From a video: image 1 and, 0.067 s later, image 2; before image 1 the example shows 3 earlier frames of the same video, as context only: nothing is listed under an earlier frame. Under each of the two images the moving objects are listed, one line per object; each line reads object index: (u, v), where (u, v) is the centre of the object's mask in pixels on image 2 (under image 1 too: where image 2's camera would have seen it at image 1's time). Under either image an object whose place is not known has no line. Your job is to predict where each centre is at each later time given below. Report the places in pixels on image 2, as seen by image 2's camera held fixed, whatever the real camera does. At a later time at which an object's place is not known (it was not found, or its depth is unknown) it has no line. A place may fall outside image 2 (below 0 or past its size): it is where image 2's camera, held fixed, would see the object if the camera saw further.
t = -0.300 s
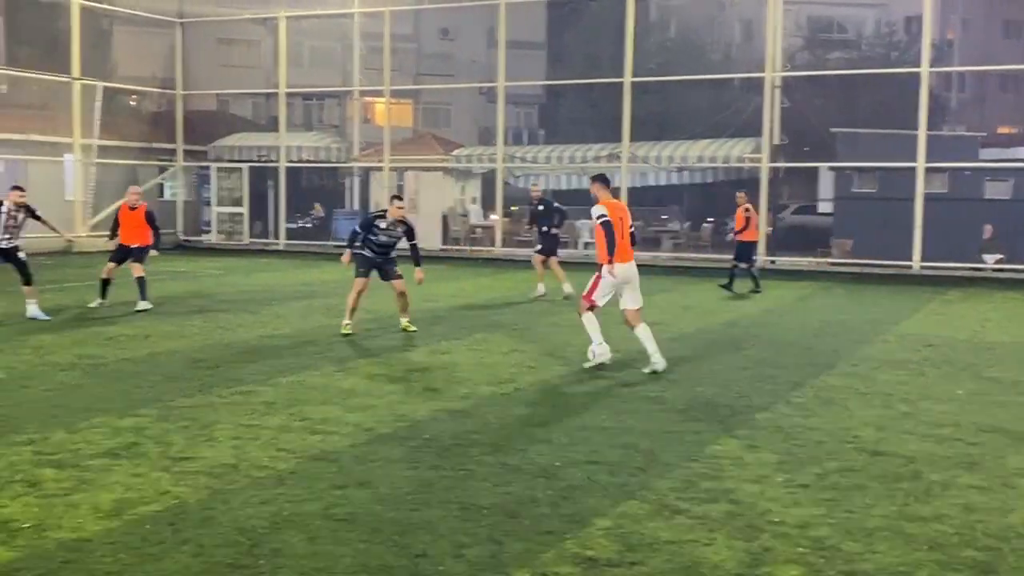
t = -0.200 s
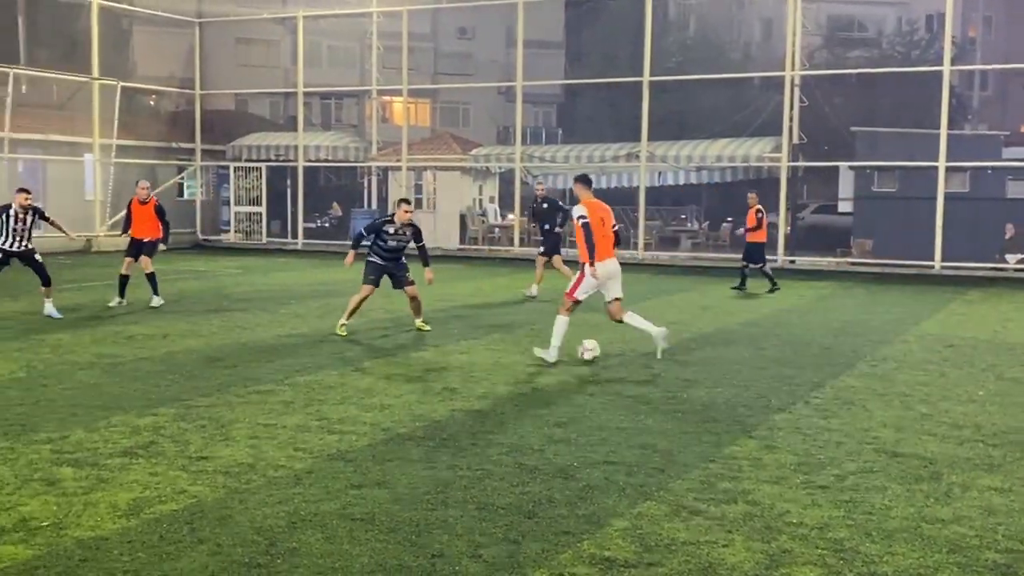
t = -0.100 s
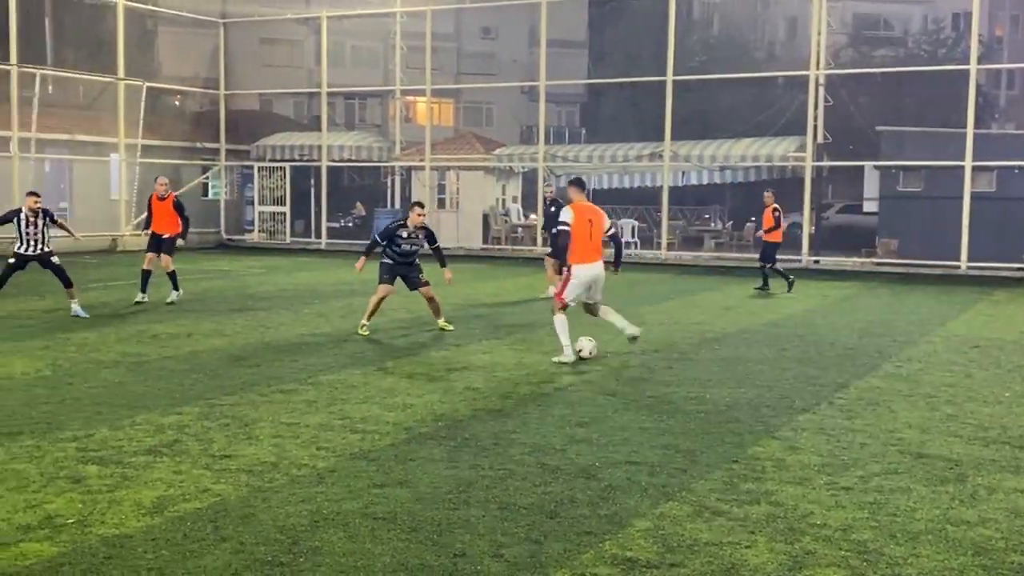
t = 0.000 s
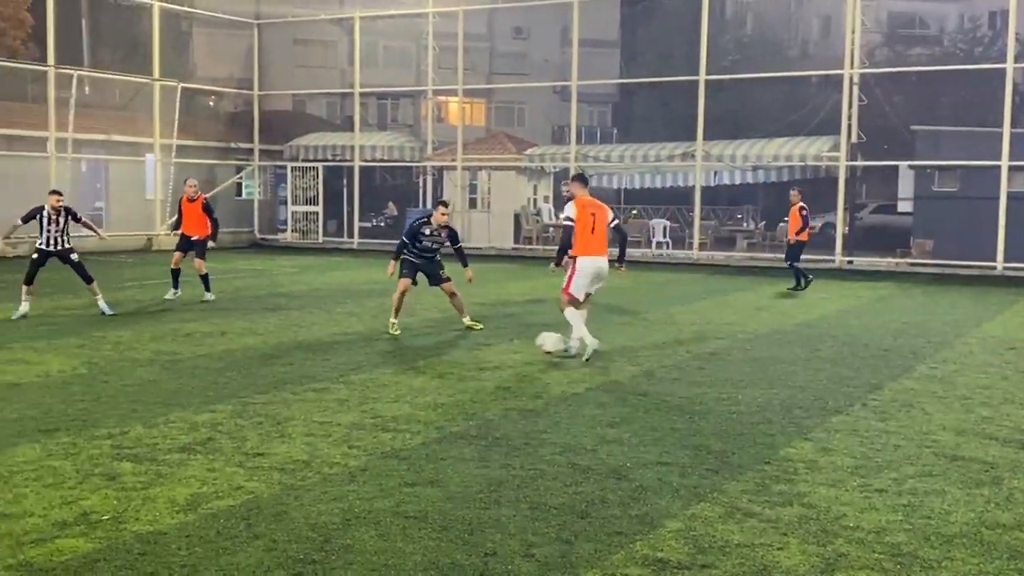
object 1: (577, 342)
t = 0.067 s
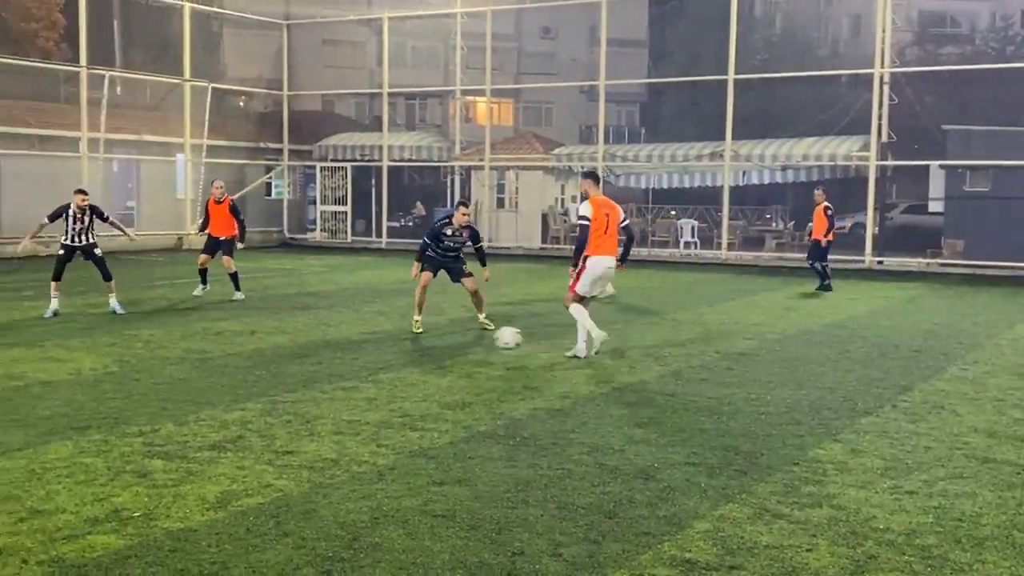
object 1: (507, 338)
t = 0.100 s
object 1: (473, 337)
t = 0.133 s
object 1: (439, 337)
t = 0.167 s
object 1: (404, 339)
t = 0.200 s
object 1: (370, 343)
